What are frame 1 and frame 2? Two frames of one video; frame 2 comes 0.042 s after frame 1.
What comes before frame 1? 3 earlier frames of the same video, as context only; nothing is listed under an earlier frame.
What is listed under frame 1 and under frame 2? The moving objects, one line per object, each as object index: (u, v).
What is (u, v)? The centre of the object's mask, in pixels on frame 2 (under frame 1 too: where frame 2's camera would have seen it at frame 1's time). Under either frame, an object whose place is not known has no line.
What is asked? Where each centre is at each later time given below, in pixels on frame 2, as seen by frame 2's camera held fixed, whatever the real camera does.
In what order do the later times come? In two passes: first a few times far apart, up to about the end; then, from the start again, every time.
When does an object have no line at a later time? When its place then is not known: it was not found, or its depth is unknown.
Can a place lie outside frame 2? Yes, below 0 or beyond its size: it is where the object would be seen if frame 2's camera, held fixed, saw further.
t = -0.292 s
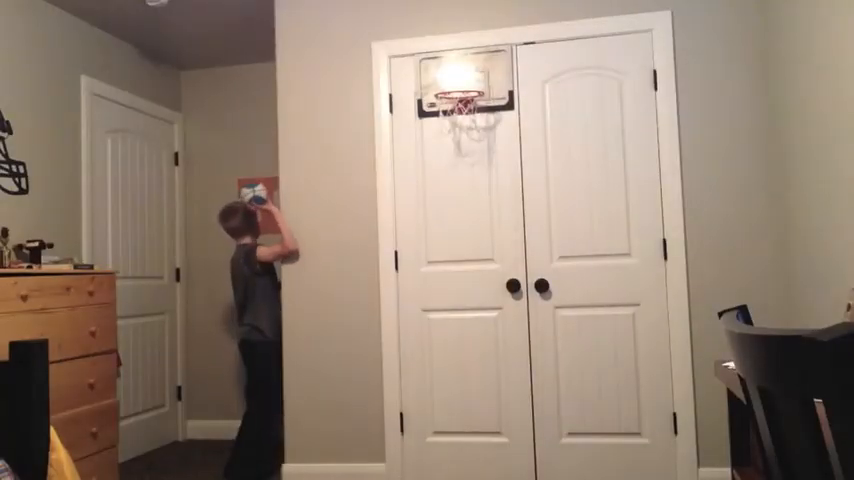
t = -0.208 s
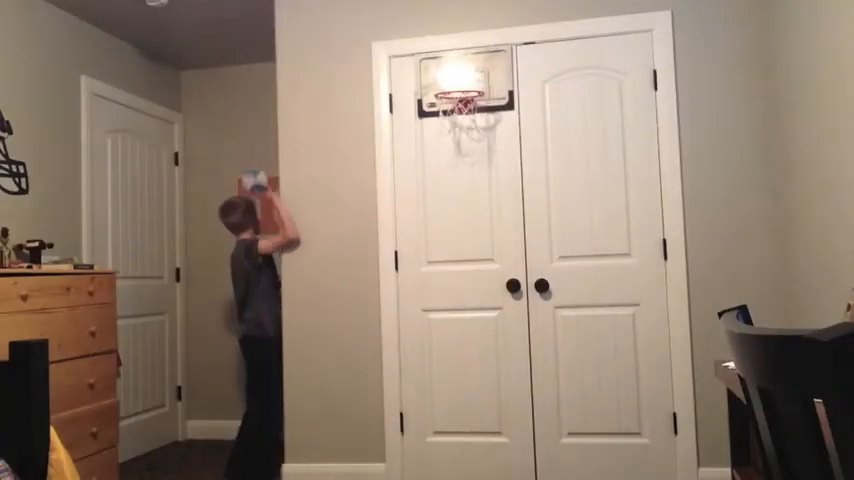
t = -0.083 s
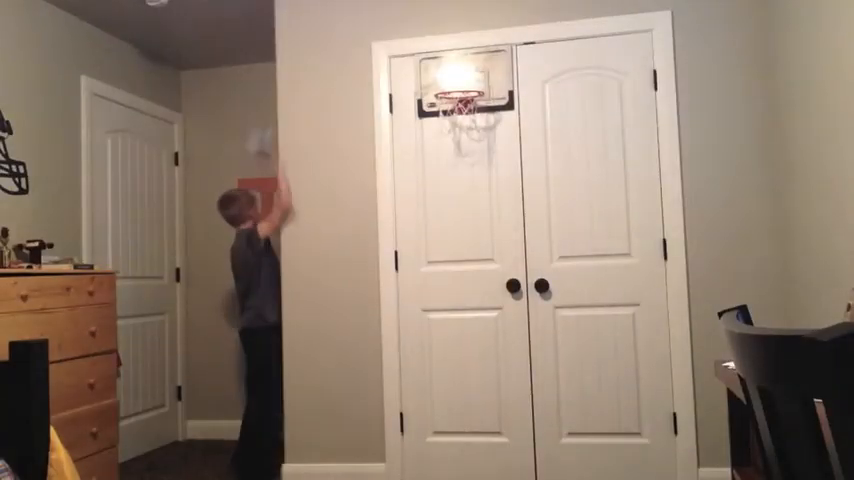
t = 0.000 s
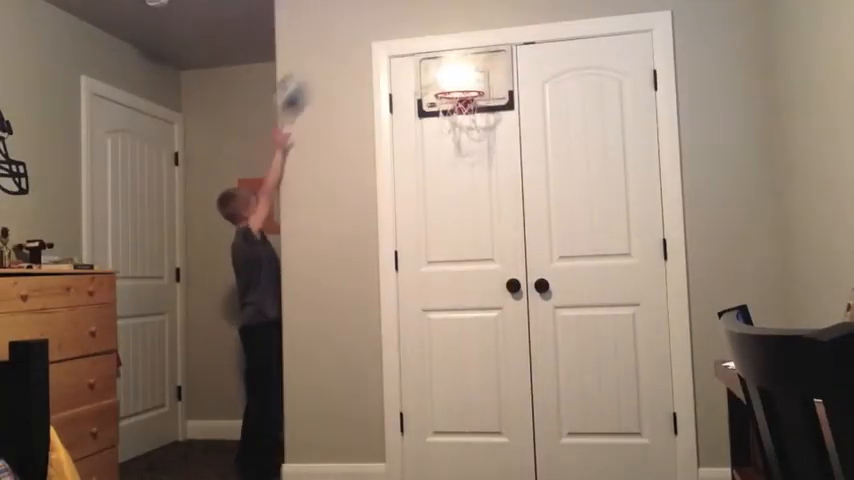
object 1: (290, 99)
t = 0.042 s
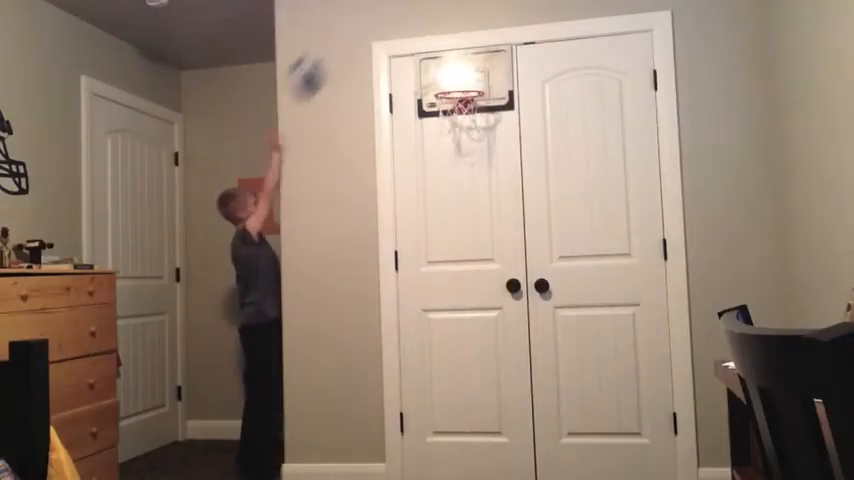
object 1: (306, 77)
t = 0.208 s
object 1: (375, 28)
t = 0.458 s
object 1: (476, 66)
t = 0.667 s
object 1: (569, 199)
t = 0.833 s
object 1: (647, 364)
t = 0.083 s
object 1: (323, 60)
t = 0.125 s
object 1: (340, 46)
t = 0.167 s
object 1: (357, 36)
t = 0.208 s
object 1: (375, 28)
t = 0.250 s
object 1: (389, 25)
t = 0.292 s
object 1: (407, 26)
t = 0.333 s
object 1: (423, 31)
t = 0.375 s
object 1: (440, 38)
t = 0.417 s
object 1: (457, 50)
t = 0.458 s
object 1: (476, 66)
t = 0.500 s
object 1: (492, 81)
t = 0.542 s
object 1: (514, 111)
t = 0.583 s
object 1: (533, 138)
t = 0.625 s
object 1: (548, 163)
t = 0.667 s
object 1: (569, 199)
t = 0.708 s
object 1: (588, 233)
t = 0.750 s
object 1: (608, 275)
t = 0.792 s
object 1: (629, 320)
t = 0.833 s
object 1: (647, 364)
